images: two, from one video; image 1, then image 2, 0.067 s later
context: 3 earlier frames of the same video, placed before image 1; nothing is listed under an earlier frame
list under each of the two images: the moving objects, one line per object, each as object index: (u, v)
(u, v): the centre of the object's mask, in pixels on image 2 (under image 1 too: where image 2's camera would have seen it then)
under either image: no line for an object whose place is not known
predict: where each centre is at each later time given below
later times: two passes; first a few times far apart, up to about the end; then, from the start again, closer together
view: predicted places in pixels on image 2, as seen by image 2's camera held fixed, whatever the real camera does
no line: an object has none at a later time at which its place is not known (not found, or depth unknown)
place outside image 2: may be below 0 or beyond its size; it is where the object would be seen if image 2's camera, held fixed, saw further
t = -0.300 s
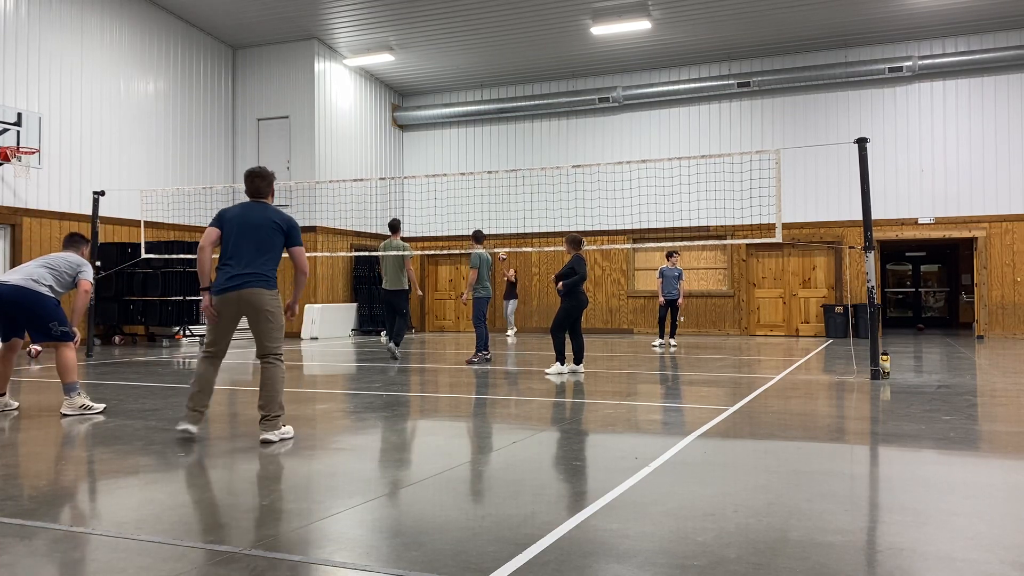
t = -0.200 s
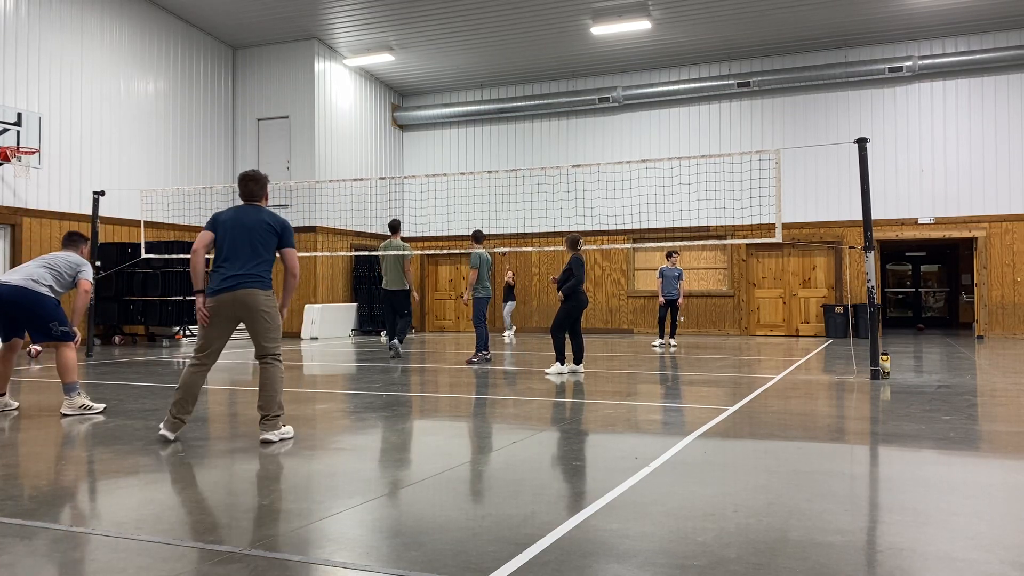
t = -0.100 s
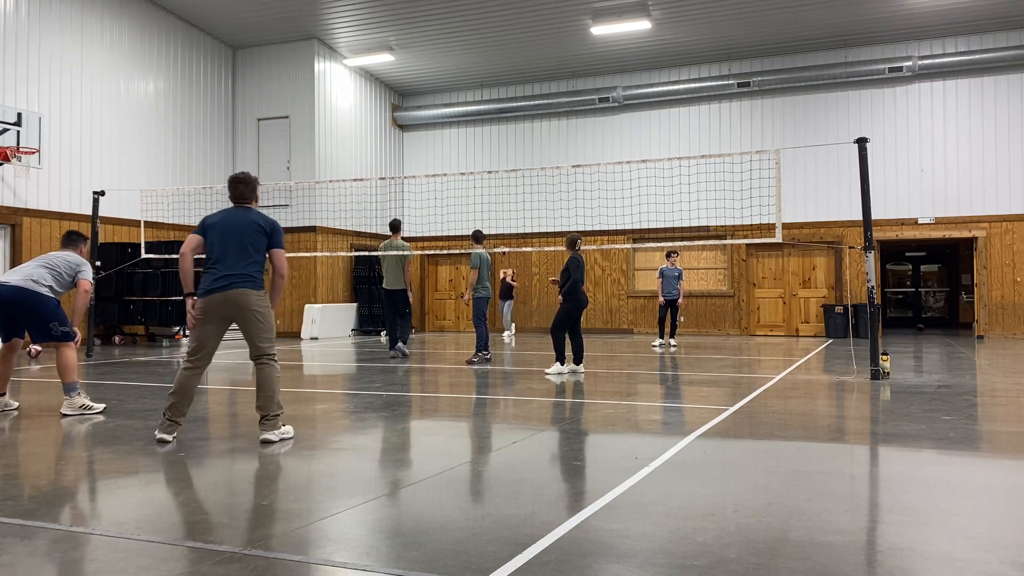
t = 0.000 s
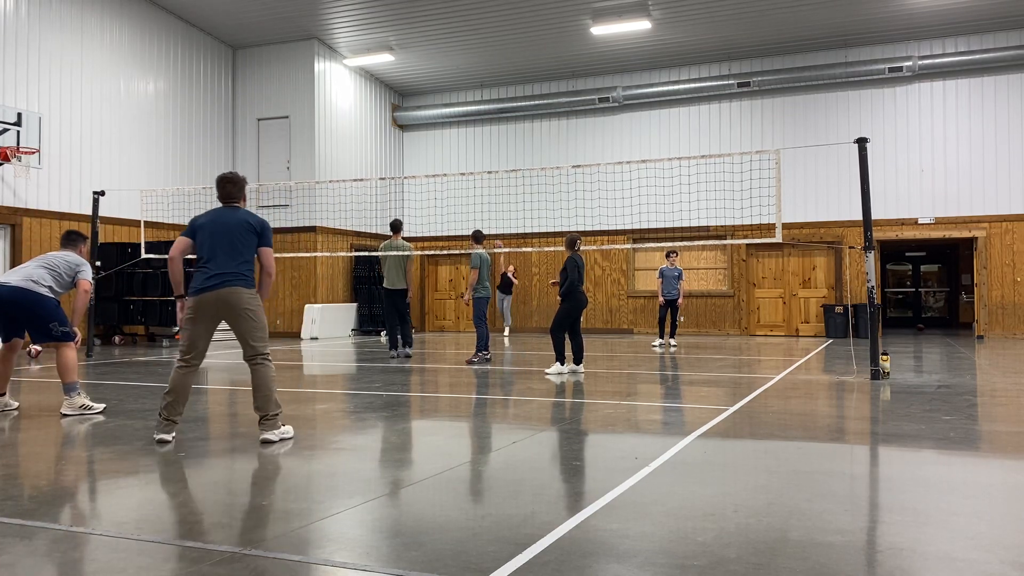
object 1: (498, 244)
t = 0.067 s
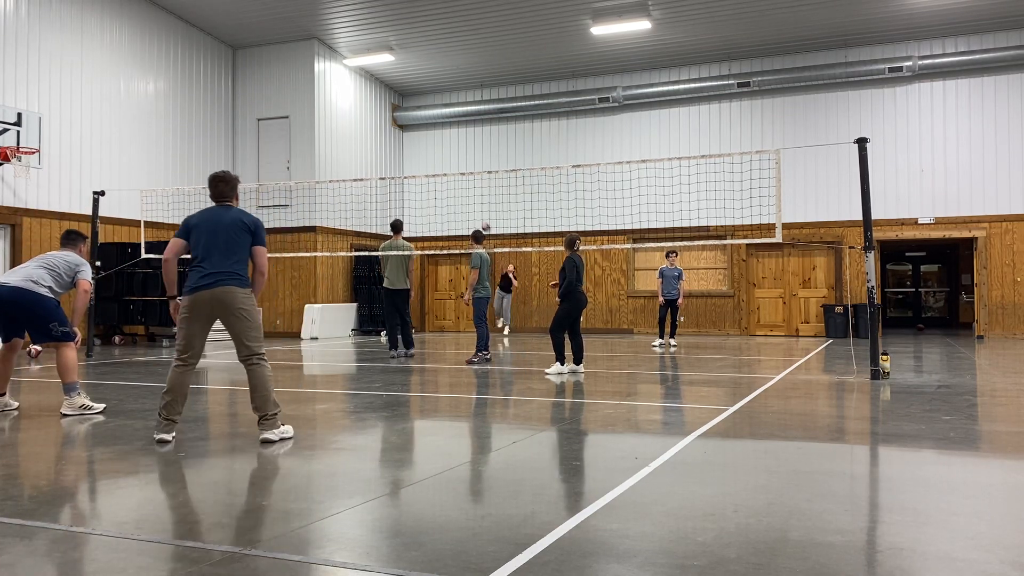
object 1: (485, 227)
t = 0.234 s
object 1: (451, 185)
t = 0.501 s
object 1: (377, 131)
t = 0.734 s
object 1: (286, 109)
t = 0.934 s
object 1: (171, 132)
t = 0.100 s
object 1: (480, 218)
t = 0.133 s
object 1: (473, 209)
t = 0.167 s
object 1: (465, 201)
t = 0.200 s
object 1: (458, 193)
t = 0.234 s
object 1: (451, 185)
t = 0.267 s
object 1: (442, 178)
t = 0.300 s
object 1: (435, 169)
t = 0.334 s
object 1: (426, 162)
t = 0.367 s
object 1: (417, 156)
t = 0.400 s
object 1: (408, 149)
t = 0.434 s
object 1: (397, 143)
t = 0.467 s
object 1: (387, 137)
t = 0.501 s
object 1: (377, 131)
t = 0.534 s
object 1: (366, 126)
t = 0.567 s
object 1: (354, 121)
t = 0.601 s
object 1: (341, 117)
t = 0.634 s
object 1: (329, 114)
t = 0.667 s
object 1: (314, 111)
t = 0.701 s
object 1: (299, 111)
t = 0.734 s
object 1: (286, 109)
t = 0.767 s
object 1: (271, 110)
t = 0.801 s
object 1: (253, 111)
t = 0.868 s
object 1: (214, 119)
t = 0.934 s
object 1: (171, 132)
